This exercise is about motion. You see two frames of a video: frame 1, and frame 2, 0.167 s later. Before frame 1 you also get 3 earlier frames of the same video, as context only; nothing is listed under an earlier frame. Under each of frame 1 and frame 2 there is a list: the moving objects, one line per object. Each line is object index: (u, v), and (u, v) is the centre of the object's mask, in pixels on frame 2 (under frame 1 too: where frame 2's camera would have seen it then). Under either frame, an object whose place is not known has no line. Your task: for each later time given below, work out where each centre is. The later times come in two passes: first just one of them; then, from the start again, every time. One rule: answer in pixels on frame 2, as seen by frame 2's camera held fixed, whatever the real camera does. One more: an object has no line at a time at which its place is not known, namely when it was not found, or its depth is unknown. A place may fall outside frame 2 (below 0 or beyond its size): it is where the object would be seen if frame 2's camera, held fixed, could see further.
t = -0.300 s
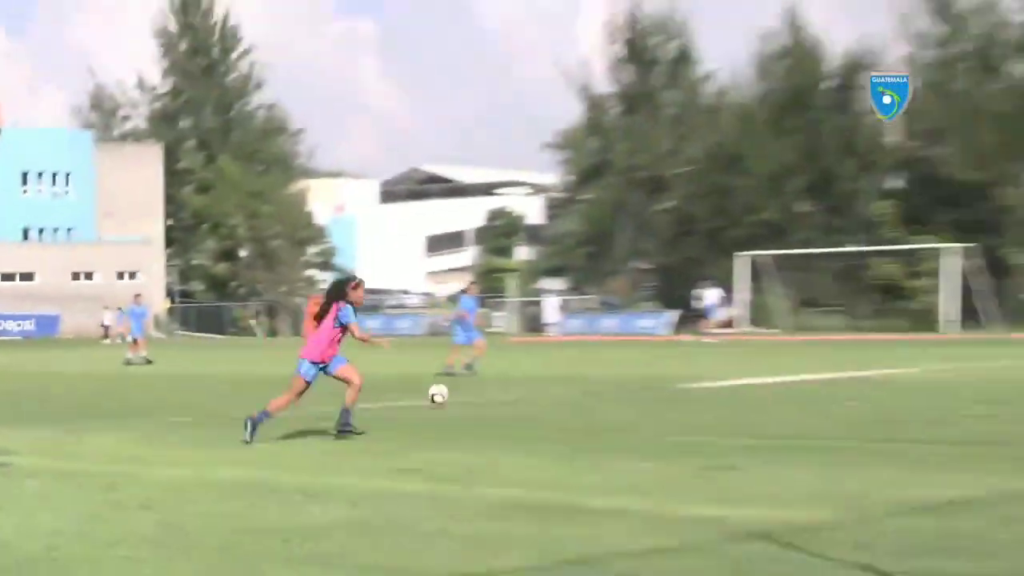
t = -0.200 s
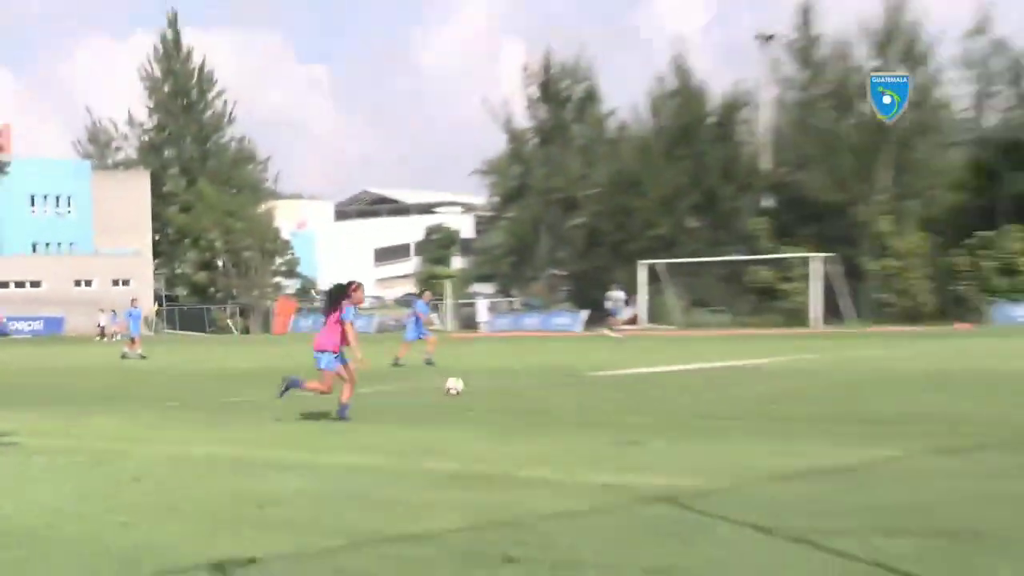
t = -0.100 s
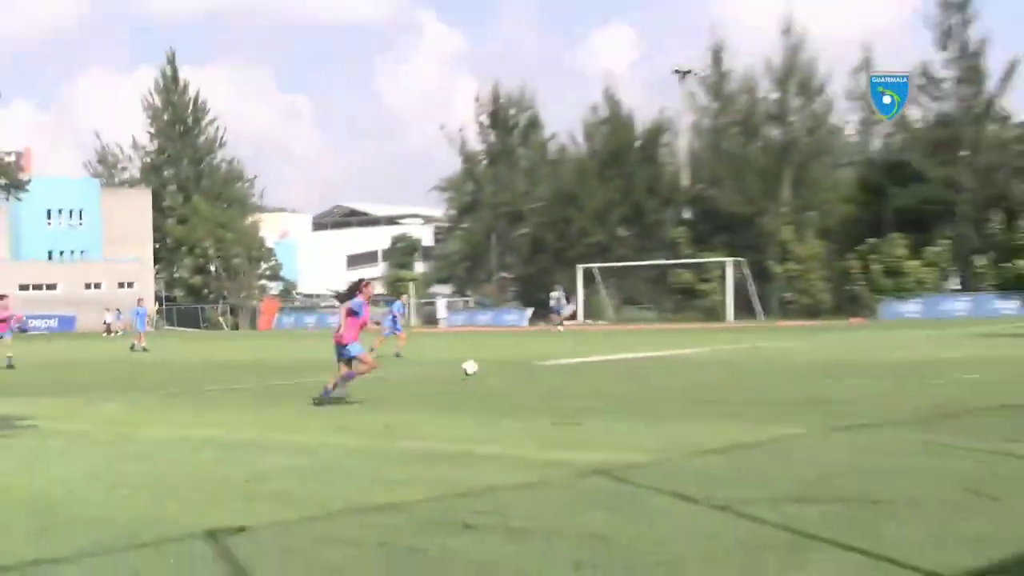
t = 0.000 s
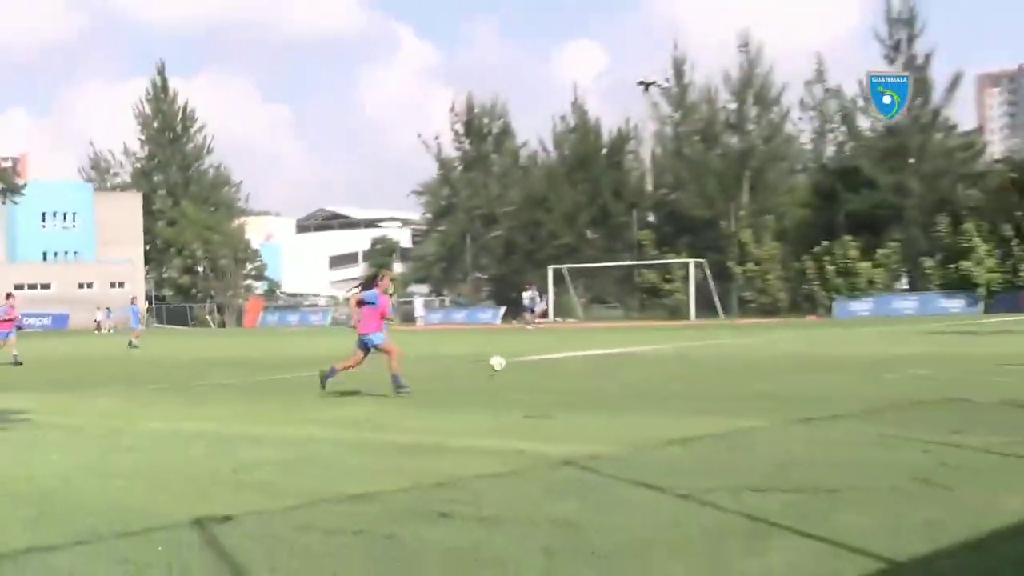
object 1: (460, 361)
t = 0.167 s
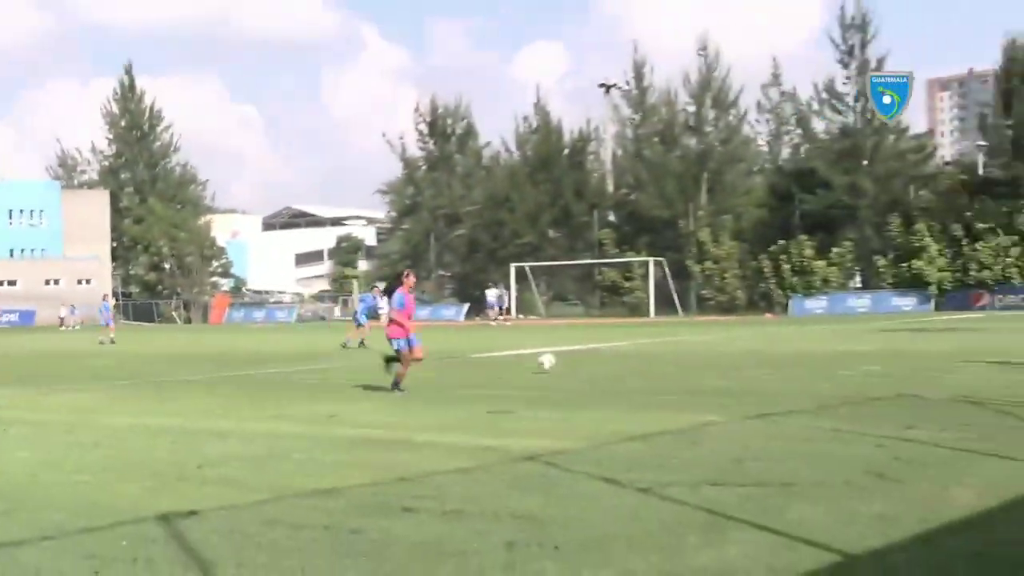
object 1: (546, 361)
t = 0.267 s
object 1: (600, 358)
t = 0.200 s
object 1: (564, 359)
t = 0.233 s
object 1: (582, 359)
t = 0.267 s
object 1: (600, 358)
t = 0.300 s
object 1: (617, 358)
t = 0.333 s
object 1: (635, 360)
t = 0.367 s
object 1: (654, 363)
